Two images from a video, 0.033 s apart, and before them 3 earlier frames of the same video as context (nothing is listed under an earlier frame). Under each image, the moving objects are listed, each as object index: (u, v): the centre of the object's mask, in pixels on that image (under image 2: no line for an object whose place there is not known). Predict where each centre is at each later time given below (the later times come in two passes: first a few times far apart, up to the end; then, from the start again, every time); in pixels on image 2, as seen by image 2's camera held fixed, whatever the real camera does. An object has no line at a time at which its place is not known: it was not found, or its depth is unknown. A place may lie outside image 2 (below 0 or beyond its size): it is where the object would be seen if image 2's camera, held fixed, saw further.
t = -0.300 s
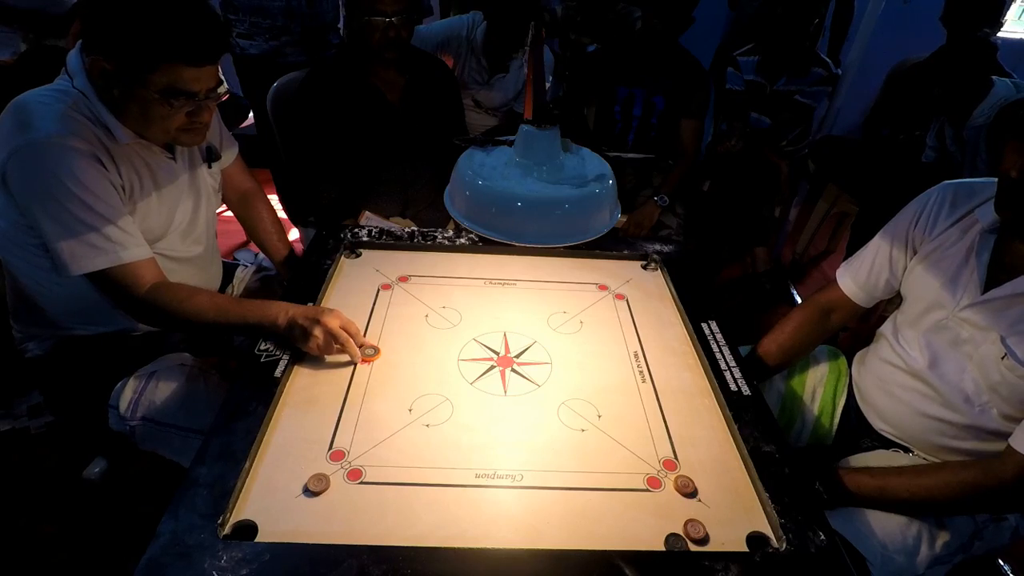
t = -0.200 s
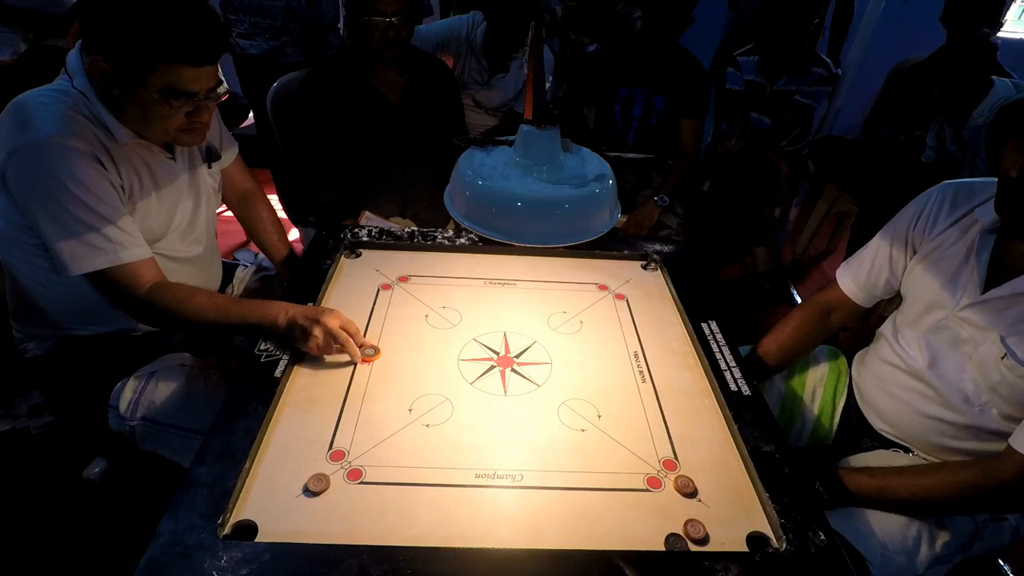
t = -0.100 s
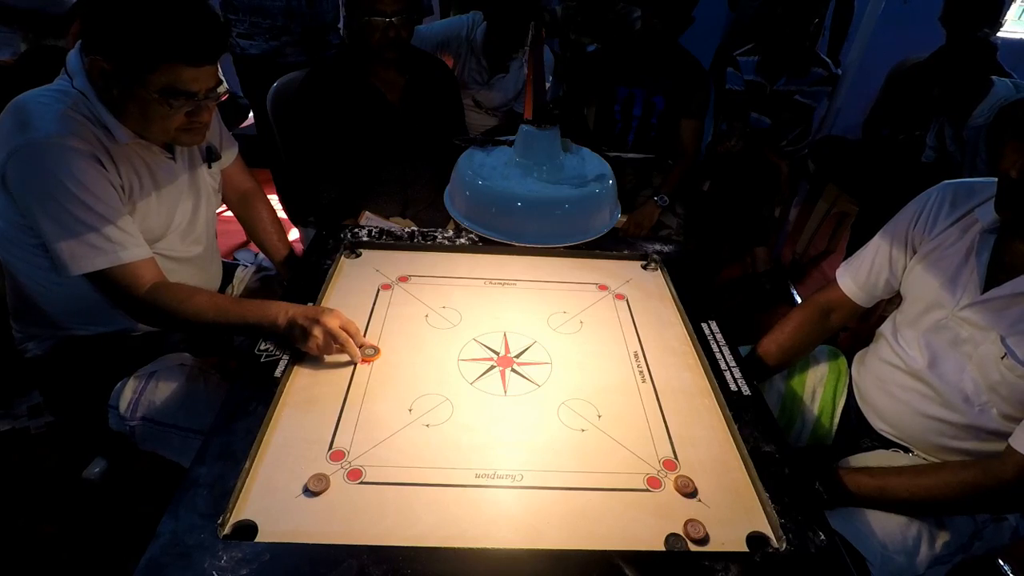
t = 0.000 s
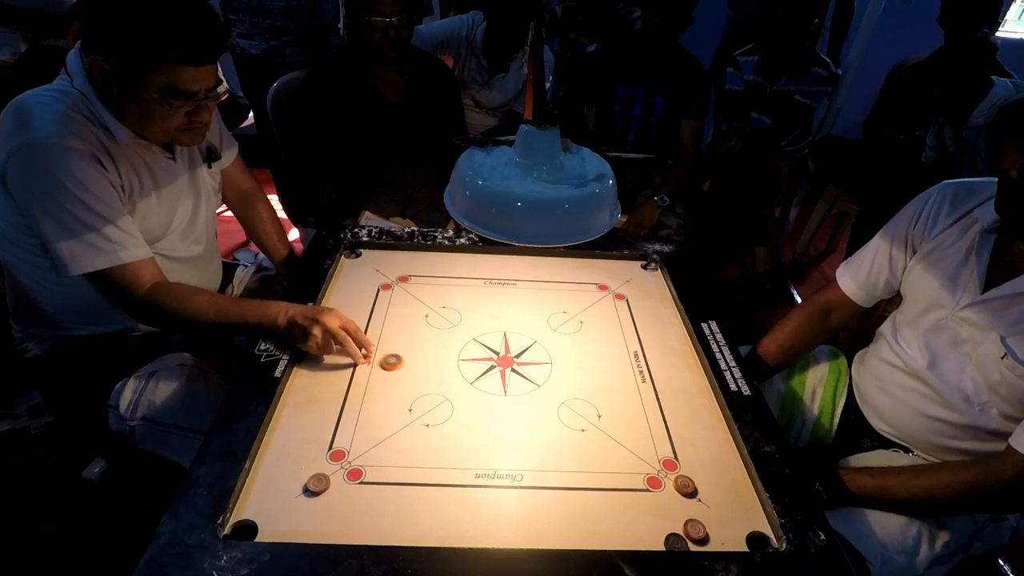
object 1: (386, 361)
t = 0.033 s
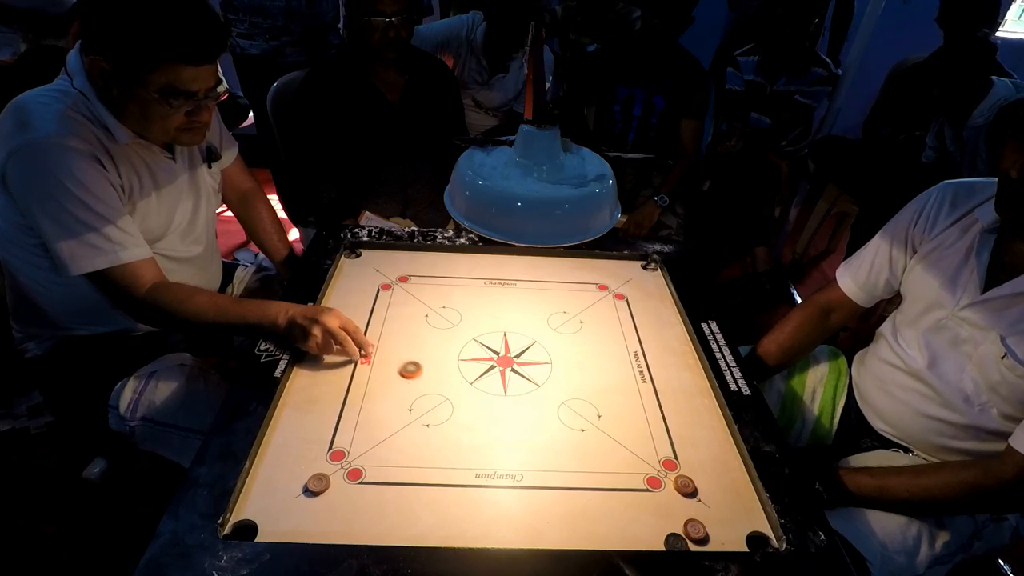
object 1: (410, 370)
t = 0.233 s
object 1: (526, 415)
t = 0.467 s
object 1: (647, 464)
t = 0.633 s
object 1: (694, 477)
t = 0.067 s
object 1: (430, 377)
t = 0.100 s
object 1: (449, 385)
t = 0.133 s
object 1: (469, 393)
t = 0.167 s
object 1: (488, 401)
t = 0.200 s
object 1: (507, 408)
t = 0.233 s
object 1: (526, 415)
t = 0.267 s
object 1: (544, 423)
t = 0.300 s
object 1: (562, 430)
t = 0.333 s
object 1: (580, 437)
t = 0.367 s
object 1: (597, 444)
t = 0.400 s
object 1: (614, 451)
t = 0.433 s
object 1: (631, 458)
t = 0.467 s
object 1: (647, 464)
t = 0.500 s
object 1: (662, 470)
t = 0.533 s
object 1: (672, 472)
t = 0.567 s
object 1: (681, 474)
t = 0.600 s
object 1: (687, 476)
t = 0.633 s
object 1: (694, 477)
